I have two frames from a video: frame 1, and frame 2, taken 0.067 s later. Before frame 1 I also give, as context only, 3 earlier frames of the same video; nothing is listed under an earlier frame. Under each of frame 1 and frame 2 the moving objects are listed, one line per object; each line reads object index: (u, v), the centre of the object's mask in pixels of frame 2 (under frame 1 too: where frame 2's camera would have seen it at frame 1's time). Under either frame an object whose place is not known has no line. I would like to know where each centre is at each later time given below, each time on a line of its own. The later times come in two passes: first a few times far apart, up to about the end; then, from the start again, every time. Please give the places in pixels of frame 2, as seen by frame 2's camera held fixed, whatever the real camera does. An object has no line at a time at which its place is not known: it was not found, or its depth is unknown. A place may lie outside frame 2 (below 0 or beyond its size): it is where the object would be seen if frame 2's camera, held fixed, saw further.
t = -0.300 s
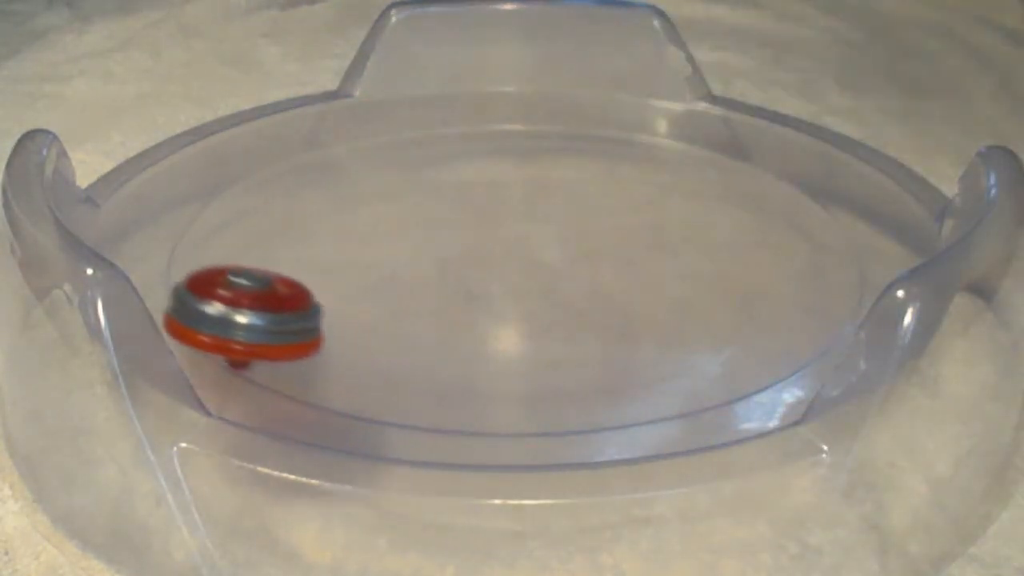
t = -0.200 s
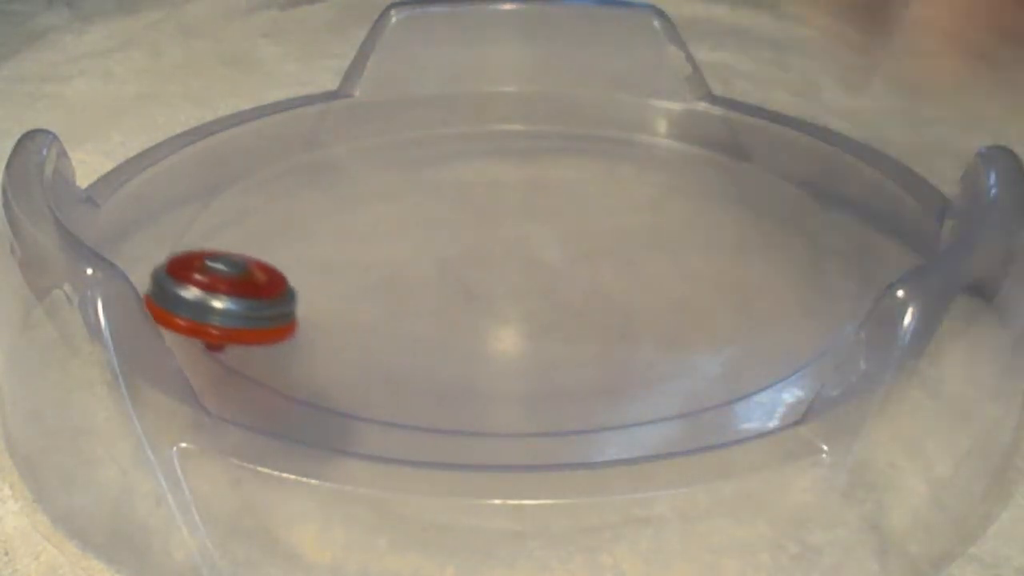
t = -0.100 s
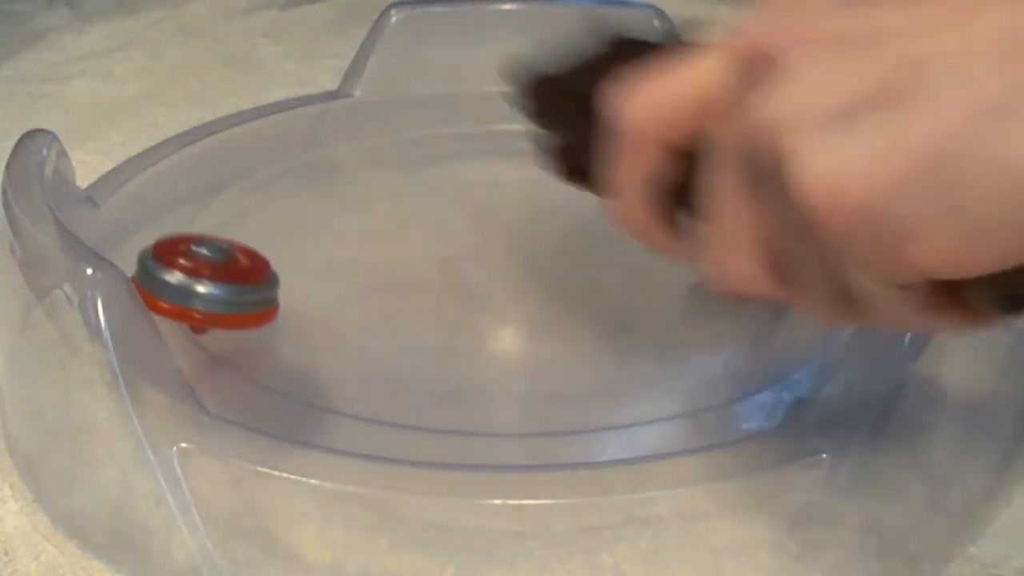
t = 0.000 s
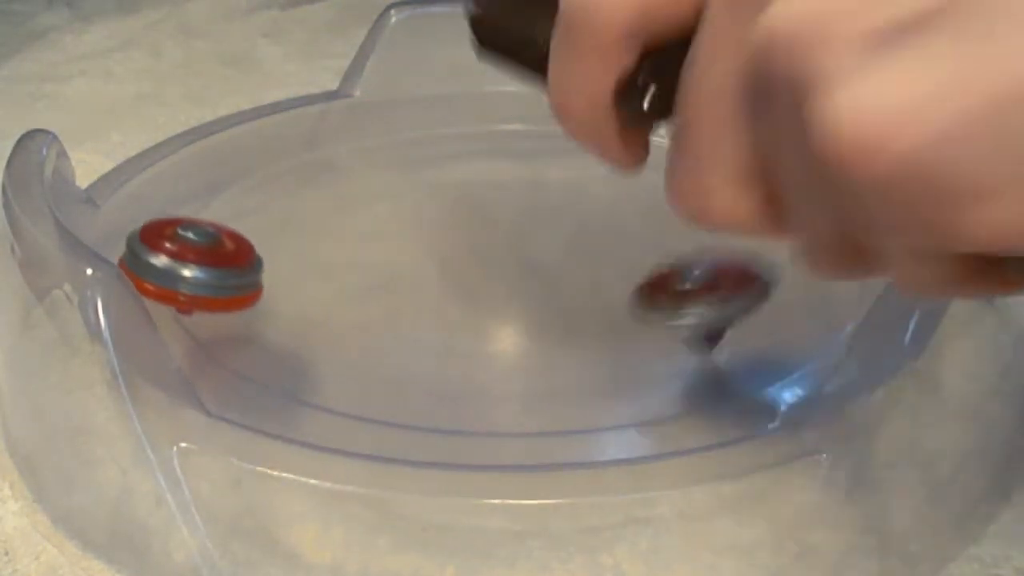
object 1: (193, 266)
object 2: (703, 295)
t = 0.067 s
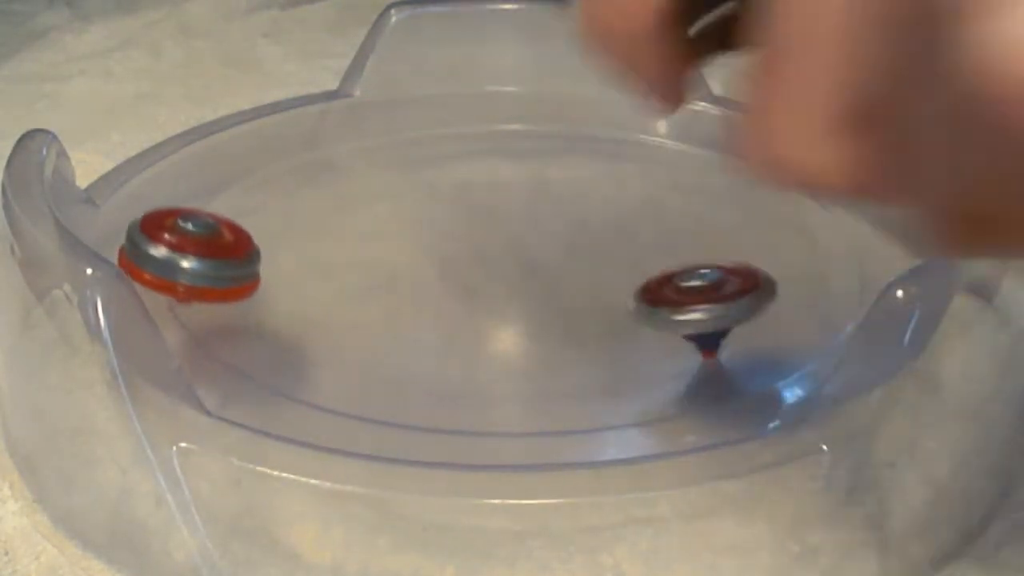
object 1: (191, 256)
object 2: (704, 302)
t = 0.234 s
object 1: (187, 231)
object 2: (608, 273)
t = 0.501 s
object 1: (220, 200)
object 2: (427, 393)
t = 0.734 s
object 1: (290, 187)
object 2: (709, 336)
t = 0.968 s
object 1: (317, 125)
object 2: (406, 272)
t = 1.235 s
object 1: (326, 82)
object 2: (677, 358)
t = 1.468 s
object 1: (352, 90)
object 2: (531, 217)
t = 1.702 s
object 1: (410, 146)
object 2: (160, 261)
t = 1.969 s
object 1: (581, 206)
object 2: (710, 265)
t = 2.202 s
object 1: (610, 145)
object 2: (737, 134)
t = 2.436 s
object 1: (444, 249)
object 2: (703, 81)
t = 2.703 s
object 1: (780, 283)
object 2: (618, 148)
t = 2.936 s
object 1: (826, 255)
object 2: (587, 216)
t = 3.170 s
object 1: (832, 242)
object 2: (603, 250)
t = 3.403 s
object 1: (826, 233)
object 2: (656, 269)
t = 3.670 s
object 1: (818, 218)
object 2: (742, 275)
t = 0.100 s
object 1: (189, 251)
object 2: (717, 297)
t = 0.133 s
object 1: (186, 245)
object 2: (720, 289)
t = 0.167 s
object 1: (185, 240)
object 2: (704, 280)
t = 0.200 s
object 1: (186, 236)
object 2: (662, 273)
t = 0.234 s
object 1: (187, 231)
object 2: (608, 273)
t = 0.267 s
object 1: (189, 226)
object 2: (542, 285)
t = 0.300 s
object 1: (190, 222)
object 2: (476, 294)
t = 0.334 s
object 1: (193, 218)
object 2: (415, 305)
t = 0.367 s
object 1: (197, 214)
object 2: (370, 320)
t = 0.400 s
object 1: (202, 210)
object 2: (341, 341)
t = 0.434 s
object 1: (206, 206)
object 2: (353, 345)
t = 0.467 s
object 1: (213, 202)
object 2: (389, 359)
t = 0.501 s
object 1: (220, 200)
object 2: (427, 393)
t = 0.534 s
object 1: (228, 198)
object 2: (502, 362)
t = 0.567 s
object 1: (237, 196)
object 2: (577, 359)
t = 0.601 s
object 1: (247, 193)
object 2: (635, 373)
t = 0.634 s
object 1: (258, 192)
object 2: (661, 362)
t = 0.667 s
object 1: (269, 190)
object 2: (684, 355)
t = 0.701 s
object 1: (279, 188)
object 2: (698, 345)
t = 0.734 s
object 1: (290, 187)
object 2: (709, 336)
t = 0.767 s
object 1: (301, 186)
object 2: (707, 318)
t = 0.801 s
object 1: (313, 186)
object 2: (687, 297)
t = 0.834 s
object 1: (324, 186)
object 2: (641, 276)
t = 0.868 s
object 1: (336, 187)
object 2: (579, 257)
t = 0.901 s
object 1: (348, 186)
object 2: (498, 234)
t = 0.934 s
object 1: (345, 172)
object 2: (433, 242)
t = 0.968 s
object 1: (317, 125)
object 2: (406, 272)
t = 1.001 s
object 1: (305, 90)
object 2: (368, 298)
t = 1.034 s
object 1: (300, 80)
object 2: (346, 324)
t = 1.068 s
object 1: (301, 80)
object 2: (349, 349)
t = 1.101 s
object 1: (302, 90)
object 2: (408, 356)
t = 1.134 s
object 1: (305, 91)
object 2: (479, 388)
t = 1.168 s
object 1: (311, 88)
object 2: (532, 390)
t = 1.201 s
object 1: (317, 83)
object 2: (616, 373)
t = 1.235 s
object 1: (326, 82)
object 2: (677, 358)
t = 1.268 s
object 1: (330, 83)
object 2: (711, 344)
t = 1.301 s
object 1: (333, 84)
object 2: (733, 328)
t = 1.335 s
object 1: (336, 85)
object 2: (732, 305)
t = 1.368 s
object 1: (339, 86)
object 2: (710, 282)
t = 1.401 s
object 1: (342, 87)
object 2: (665, 256)
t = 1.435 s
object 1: (347, 88)
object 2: (604, 234)
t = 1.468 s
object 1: (352, 90)
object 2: (531, 217)
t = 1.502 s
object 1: (358, 93)
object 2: (436, 199)
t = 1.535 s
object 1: (366, 97)
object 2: (368, 195)
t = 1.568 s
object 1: (375, 103)
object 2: (281, 192)
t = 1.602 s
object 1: (381, 115)
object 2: (204, 195)
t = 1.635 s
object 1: (388, 125)
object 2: (160, 205)
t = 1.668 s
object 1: (398, 134)
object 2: (134, 231)
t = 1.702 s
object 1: (410, 146)
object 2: (160, 261)
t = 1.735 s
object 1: (421, 158)
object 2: (195, 294)
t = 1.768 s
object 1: (435, 170)
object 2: (250, 322)
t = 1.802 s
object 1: (451, 182)
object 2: (329, 340)
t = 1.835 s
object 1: (473, 192)
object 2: (428, 354)
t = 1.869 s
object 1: (497, 199)
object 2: (527, 352)
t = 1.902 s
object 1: (524, 204)
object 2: (620, 331)
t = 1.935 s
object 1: (552, 206)
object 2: (680, 304)
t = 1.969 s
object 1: (581, 206)
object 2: (710, 265)
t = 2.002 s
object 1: (603, 201)
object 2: (708, 222)
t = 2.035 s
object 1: (608, 174)
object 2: (732, 171)
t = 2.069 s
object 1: (603, 159)
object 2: (763, 146)
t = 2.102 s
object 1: (600, 148)
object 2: (793, 147)
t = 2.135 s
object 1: (600, 144)
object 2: (806, 161)
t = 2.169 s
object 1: (605, 143)
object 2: (774, 144)
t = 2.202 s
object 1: (610, 145)
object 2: (737, 134)
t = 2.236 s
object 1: (598, 148)
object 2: (709, 118)
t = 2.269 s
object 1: (552, 155)
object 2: (704, 95)
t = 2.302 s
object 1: (501, 166)
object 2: (710, 92)
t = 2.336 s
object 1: (465, 182)
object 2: (719, 83)
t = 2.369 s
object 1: (444, 200)
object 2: (717, 76)
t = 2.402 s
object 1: (438, 223)
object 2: (706, 81)
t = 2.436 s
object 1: (444, 249)
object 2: (703, 81)
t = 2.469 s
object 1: (460, 271)
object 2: (702, 80)
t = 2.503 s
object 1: (491, 292)
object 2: (701, 82)
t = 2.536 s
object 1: (532, 306)
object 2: (696, 88)
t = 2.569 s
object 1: (582, 314)
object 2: (684, 94)
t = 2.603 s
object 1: (639, 314)
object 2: (676, 99)
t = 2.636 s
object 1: (693, 309)
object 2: (662, 112)
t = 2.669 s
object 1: (740, 297)
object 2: (642, 128)
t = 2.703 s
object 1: (780, 283)
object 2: (618, 148)
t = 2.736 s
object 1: (805, 271)
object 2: (597, 174)
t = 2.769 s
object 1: (815, 264)
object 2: (590, 191)
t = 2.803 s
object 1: (818, 262)
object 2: (588, 196)
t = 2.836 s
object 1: (822, 260)
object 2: (586, 201)
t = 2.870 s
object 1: (823, 258)
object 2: (586, 207)
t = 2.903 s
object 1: (825, 257)
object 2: (586, 211)
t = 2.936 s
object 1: (826, 255)
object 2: (587, 216)
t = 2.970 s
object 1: (829, 253)
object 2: (587, 222)
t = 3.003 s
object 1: (830, 251)
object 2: (588, 227)
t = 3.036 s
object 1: (831, 249)
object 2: (591, 231)
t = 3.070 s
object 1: (831, 248)
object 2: (595, 236)
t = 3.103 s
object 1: (831, 246)
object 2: (598, 240)
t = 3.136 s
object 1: (832, 244)
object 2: (600, 245)
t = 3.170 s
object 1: (832, 242)
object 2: (603, 250)
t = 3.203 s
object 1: (832, 241)
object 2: (609, 253)
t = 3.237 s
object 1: (831, 240)
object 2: (615, 256)
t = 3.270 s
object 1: (830, 238)
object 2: (621, 259)
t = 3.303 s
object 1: (830, 237)
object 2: (628, 262)
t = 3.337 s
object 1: (829, 235)
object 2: (635, 264)
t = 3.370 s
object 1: (827, 234)
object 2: (646, 267)
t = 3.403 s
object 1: (826, 233)
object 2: (656, 269)
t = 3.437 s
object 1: (824, 232)
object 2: (668, 270)
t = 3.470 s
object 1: (823, 230)
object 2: (676, 272)
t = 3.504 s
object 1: (821, 229)
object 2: (686, 274)
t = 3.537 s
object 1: (820, 228)
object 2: (697, 275)
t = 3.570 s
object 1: (818, 227)
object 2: (712, 277)
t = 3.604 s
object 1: (817, 225)
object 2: (721, 278)
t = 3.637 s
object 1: (817, 223)
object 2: (729, 277)
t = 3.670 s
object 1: (818, 218)
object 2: (742, 275)
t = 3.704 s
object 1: (818, 213)
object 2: (747, 278)
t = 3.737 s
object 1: (818, 208)
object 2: (752, 283)
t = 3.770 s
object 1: (819, 203)
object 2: (756, 289)
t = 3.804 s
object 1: (821, 197)
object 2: (759, 293)
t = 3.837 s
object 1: (825, 193)
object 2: (763, 297)
